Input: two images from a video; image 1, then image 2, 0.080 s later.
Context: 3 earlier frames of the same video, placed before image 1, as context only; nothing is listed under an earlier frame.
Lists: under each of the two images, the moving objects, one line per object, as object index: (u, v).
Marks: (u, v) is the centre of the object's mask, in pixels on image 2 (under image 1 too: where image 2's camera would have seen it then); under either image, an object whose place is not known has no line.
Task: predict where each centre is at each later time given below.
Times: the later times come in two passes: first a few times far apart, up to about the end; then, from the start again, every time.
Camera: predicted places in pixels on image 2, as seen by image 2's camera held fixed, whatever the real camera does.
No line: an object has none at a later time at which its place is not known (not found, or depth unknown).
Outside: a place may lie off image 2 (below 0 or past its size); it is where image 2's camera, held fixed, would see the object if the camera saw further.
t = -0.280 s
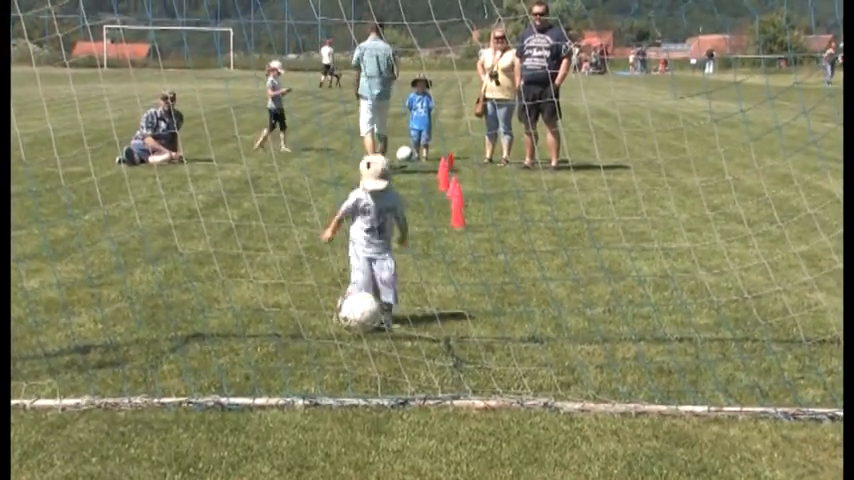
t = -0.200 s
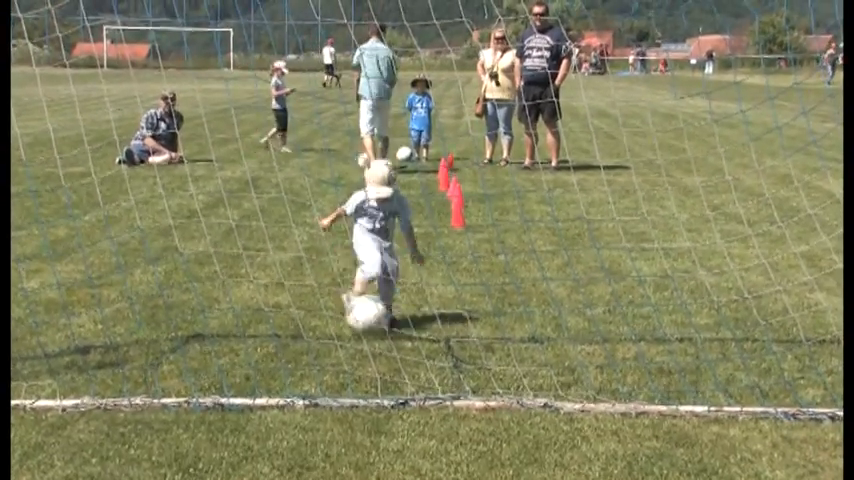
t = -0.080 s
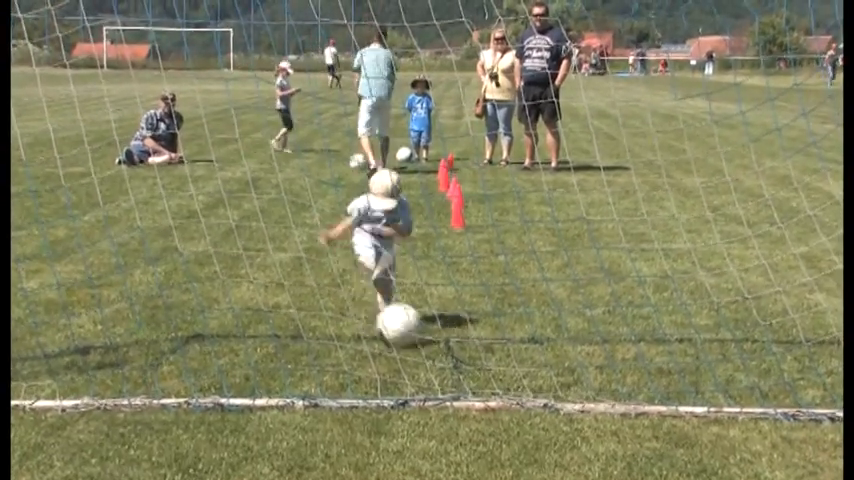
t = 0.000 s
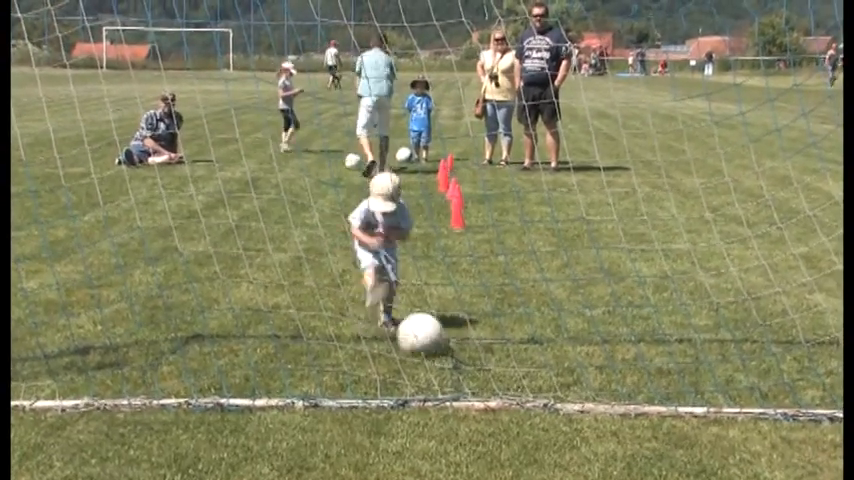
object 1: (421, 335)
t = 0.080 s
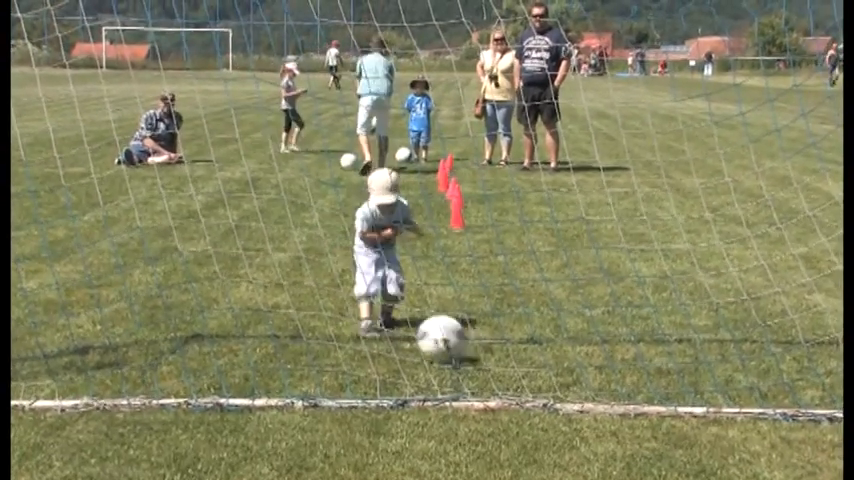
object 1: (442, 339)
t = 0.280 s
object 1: (495, 363)
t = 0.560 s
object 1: (577, 342)
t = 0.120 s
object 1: (451, 342)
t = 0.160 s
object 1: (461, 346)
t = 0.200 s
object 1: (473, 352)
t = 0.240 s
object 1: (482, 358)
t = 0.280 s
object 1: (495, 363)
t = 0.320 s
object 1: (506, 365)
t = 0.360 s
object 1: (520, 372)
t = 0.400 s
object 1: (530, 376)
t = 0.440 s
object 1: (541, 368)
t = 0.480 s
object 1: (555, 354)
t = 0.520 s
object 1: (566, 345)
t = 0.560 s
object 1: (577, 342)
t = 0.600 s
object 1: (588, 340)
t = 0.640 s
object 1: (596, 341)
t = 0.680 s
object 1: (606, 345)
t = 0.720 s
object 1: (615, 354)
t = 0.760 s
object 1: (625, 366)
